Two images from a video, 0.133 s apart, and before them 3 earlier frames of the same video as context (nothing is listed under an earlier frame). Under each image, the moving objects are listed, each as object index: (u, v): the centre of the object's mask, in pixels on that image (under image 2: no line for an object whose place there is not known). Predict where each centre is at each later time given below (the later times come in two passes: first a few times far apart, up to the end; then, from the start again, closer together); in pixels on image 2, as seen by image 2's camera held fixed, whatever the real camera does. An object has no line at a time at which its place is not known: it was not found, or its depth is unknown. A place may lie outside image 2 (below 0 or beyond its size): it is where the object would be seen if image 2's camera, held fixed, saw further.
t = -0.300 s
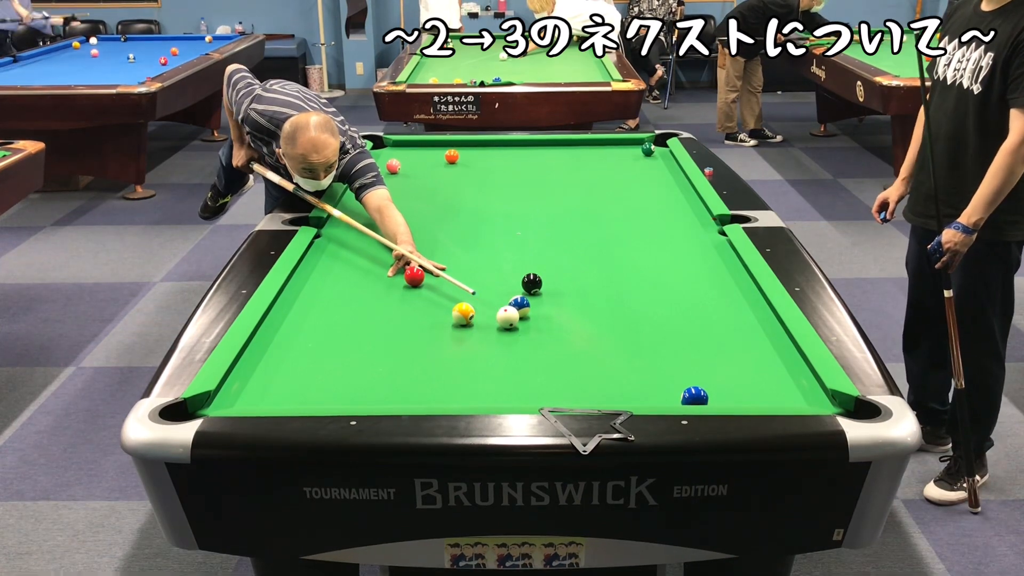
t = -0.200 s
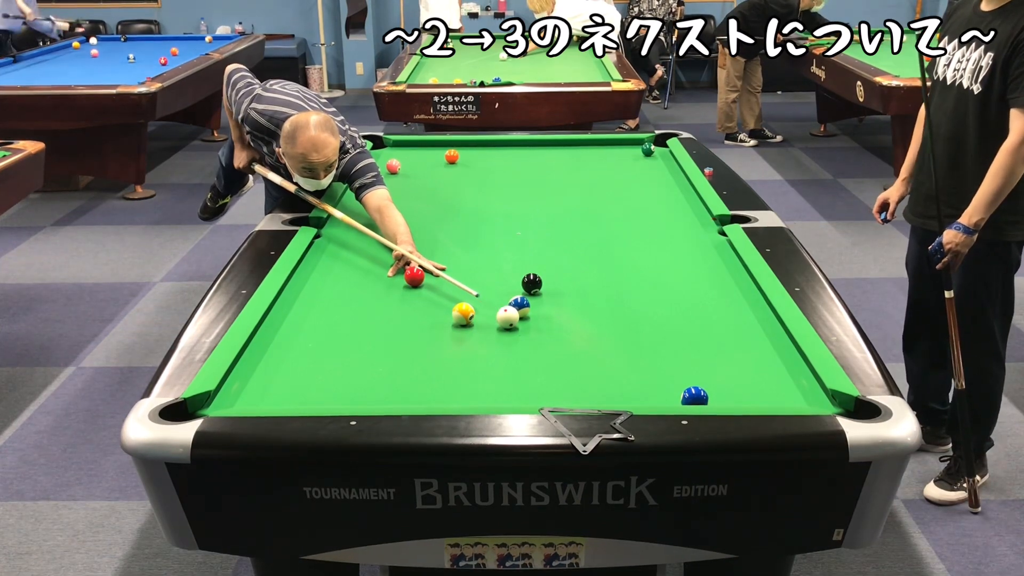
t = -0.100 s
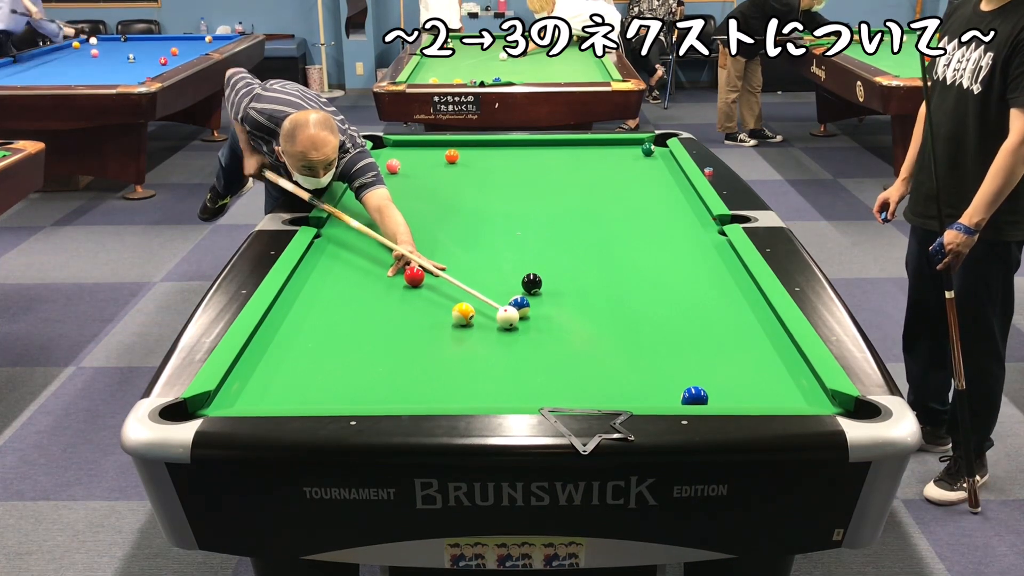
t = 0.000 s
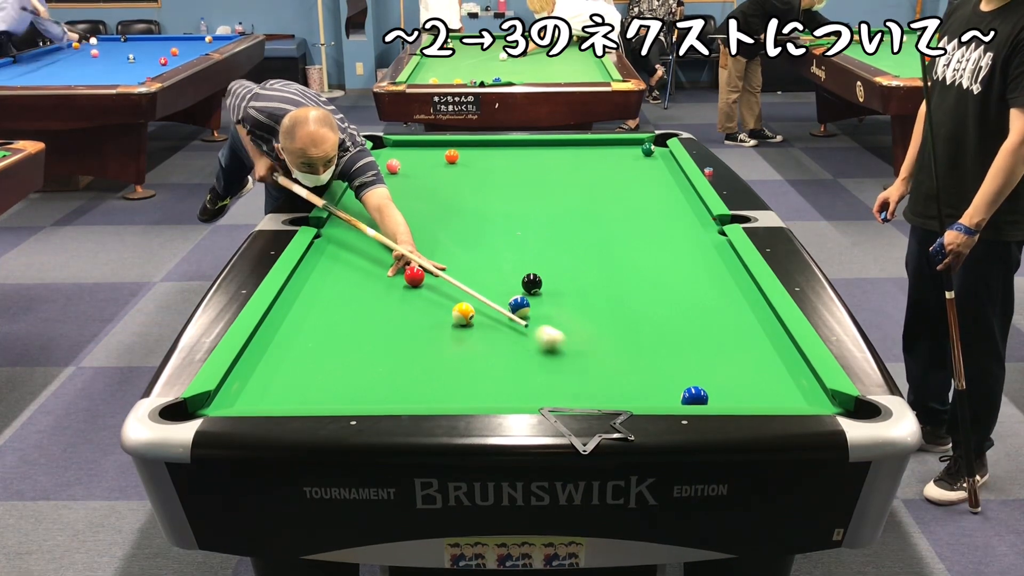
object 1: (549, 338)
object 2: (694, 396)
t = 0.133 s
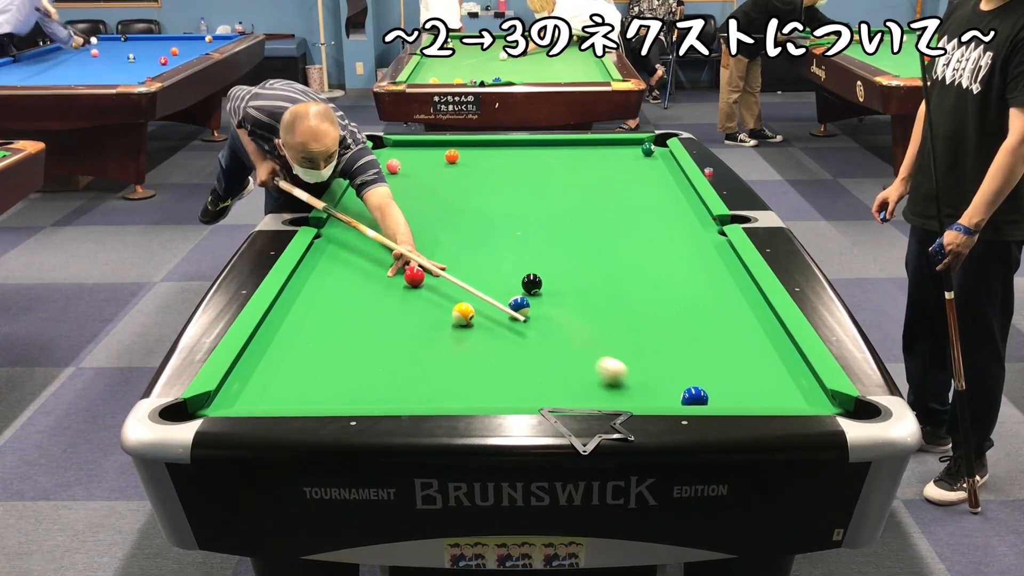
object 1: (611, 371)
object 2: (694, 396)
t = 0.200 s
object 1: (645, 389)
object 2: (694, 396)
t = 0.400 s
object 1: (686, 384)
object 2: (760, 398)
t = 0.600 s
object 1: (717, 361)
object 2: (822, 399)
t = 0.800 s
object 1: (744, 341)
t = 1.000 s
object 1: (769, 322)
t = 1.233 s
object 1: (742, 309)
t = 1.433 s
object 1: (718, 297)
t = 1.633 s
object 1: (696, 288)
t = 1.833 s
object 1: (677, 279)
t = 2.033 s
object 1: (659, 271)
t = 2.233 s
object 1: (643, 265)
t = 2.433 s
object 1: (628, 258)
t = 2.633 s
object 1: (614, 251)
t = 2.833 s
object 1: (602, 247)
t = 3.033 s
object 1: (591, 241)
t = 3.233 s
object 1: (580, 237)
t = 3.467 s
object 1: (569, 233)
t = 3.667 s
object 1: (561, 229)
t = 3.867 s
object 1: (553, 226)
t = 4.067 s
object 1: (546, 223)
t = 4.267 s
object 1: (540, 221)
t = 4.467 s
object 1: (535, 218)
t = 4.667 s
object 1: (530, 216)
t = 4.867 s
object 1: (526, 215)
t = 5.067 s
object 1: (522, 213)
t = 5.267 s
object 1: (520, 212)
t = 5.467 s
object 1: (517, 211)
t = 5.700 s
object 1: (516, 210)
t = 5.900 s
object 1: (515, 210)
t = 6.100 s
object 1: (514, 210)
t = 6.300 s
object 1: (514, 210)
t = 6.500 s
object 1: (514, 210)
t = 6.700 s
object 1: (514, 209)
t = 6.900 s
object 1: (514, 209)
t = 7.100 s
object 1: (514, 210)
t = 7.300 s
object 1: (514, 210)
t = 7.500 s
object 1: (514, 210)
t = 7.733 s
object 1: (514, 209)
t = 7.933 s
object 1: (514, 209)
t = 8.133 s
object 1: (514, 209)
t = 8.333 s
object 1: (514, 209)
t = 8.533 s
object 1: (514, 210)
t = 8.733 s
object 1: (514, 210)
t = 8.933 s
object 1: (514, 209)
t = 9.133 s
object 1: (514, 210)
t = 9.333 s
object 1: (514, 209)
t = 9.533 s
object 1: (514, 209)
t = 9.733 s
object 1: (514, 210)
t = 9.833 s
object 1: (514, 210)
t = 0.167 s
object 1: (629, 380)
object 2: (694, 396)
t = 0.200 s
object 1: (645, 389)
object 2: (694, 396)
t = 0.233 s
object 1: (663, 394)
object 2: (695, 397)
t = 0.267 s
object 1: (668, 398)
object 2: (708, 397)
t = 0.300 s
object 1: (672, 395)
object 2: (722, 397)
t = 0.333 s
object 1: (676, 392)
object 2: (736, 397)
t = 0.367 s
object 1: (681, 389)
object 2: (749, 398)
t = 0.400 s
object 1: (686, 384)
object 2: (760, 398)
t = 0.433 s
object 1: (691, 380)
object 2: (771, 398)
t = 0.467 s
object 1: (697, 376)
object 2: (780, 398)
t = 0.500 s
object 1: (702, 372)
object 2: (791, 398)
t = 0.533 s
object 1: (707, 368)
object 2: (801, 398)
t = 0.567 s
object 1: (712, 365)
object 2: (812, 398)
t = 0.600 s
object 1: (717, 361)
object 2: (822, 399)
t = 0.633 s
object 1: (722, 358)
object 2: (832, 400)
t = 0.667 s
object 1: (726, 354)
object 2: (834, 402)
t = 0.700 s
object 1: (731, 351)
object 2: (836, 404)
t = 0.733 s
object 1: (736, 347)
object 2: (839, 409)
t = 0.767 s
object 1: (740, 344)
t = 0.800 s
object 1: (744, 341)
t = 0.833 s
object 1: (749, 337)
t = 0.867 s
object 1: (753, 335)
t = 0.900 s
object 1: (757, 331)
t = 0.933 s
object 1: (761, 328)
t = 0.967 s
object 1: (765, 326)
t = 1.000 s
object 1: (769, 322)
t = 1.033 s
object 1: (768, 320)
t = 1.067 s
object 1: (763, 318)
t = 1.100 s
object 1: (759, 317)
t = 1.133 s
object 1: (754, 314)
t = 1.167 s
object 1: (750, 313)
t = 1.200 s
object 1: (746, 311)
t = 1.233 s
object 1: (742, 309)
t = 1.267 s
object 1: (738, 307)
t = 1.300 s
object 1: (733, 305)
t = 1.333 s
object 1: (730, 303)
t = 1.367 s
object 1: (725, 301)
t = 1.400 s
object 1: (722, 299)
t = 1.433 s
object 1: (718, 297)
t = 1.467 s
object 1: (714, 296)
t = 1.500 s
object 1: (711, 295)
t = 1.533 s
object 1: (707, 293)
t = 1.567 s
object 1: (703, 291)
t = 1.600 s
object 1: (700, 290)
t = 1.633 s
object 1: (696, 288)
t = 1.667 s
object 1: (693, 287)
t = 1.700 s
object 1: (689, 285)
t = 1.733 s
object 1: (686, 284)
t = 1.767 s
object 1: (683, 282)
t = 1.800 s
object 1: (680, 281)
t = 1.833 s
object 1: (677, 279)
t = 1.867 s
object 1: (674, 278)
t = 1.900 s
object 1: (671, 277)
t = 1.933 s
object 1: (668, 276)
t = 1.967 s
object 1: (665, 274)
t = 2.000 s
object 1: (662, 273)
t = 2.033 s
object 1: (659, 271)
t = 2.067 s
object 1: (656, 271)
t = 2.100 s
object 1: (653, 269)
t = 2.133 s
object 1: (651, 268)
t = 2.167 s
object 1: (648, 267)
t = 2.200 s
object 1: (645, 265)
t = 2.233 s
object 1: (643, 265)
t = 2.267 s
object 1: (640, 263)
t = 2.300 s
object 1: (638, 262)
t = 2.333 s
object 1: (635, 261)
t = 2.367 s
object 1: (633, 260)
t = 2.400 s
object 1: (630, 259)
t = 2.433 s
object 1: (628, 258)
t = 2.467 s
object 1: (625, 256)
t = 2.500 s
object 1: (623, 256)
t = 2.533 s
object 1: (621, 255)
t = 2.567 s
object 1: (619, 254)
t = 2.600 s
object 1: (616, 253)
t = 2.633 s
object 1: (614, 251)
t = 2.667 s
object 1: (612, 251)
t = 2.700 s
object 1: (610, 250)
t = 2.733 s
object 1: (608, 248)
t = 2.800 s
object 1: (604, 247)
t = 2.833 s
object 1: (602, 247)
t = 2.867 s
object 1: (600, 246)
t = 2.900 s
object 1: (598, 245)
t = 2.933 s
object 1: (596, 244)
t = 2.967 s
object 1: (594, 243)
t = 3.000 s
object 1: (592, 243)
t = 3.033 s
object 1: (591, 241)
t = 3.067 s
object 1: (589, 241)
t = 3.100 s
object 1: (587, 240)
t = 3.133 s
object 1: (585, 239)
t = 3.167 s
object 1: (583, 239)
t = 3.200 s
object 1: (582, 238)
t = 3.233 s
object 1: (580, 237)
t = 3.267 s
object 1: (579, 237)
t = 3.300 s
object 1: (577, 236)
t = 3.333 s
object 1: (575, 235)
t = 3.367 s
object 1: (574, 234)
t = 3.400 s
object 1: (572, 234)
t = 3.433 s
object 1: (571, 233)
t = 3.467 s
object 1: (569, 233)
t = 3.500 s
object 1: (568, 232)
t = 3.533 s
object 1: (567, 232)
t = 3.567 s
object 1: (565, 231)
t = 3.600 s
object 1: (564, 230)
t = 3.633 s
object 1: (562, 230)
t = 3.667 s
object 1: (561, 229)
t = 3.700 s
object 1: (560, 229)
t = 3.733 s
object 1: (558, 228)
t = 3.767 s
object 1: (557, 228)
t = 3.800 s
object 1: (556, 227)
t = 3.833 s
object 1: (555, 227)
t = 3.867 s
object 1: (553, 226)
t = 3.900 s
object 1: (552, 225)
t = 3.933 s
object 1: (551, 225)
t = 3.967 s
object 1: (550, 225)
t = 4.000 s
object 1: (549, 224)
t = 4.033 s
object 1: (547, 224)
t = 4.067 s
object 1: (546, 223)
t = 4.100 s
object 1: (545, 223)
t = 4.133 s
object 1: (545, 222)
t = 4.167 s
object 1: (543, 222)
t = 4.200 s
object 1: (542, 221)
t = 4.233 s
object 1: (541, 221)
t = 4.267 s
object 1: (540, 221)
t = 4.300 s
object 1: (539, 220)
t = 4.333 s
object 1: (538, 220)
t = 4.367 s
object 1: (538, 220)
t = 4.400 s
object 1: (537, 219)
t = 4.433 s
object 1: (536, 219)
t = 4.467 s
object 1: (535, 218)
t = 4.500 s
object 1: (534, 218)
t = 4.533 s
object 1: (533, 218)
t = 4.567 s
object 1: (533, 217)
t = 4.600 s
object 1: (532, 217)
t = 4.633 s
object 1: (531, 217)
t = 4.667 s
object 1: (530, 216)
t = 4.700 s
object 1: (530, 216)
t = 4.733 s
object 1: (529, 216)
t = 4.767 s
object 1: (528, 216)
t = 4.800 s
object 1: (527, 215)
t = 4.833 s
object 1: (527, 215)
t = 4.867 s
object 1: (526, 215)
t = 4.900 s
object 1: (525, 215)
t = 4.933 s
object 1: (525, 214)
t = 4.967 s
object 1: (524, 214)
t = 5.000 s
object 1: (524, 214)
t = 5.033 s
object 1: (523, 213)
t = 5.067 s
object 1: (522, 213)
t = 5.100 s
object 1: (522, 213)
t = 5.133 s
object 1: (521, 213)
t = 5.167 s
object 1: (521, 213)
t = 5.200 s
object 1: (520, 213)
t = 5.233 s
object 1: (520, 212)
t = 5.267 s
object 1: (520, 212)
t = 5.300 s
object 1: (519, 212)
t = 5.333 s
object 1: (519, 212)
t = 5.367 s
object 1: (518, 212)
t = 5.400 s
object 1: (518, 211)
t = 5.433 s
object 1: (518, 211)
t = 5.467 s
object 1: (517, 211)
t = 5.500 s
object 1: (517, 211)
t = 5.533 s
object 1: (517, 211)
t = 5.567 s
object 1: (517, 211)
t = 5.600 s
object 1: (516, 211)
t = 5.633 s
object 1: (516, 210)
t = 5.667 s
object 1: (516, 210)
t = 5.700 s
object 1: (516, 210)
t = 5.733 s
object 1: (515, 210)
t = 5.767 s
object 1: (515, 210)
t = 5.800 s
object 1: (515, 210)
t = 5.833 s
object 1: (515, 210)
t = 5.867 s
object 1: (515, 210)
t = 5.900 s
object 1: (515, 210)
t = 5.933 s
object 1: (514, 210)
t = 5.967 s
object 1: (514, 210)
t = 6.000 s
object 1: (514, 210)
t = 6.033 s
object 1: (514, 210)
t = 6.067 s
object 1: (514, 210)
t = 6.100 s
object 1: (514, 210)
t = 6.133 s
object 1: (514, 210)
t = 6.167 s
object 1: (514, 210)
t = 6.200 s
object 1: (514, 210)
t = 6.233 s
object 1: (514, 210)
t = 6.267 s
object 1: (514, 209)
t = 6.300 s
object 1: (514, 210)
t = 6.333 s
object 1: (514, 210)
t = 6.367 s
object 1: (514, 210)
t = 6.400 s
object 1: (514, 210)
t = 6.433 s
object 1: (514, 210)
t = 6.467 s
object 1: (514, 210)
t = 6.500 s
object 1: (514, 210)
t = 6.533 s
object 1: (514, 210)
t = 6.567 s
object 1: (514, 210)
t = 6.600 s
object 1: (514, 210)
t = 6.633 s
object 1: (514, 210)
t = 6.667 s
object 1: (514, 210)
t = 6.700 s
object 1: (514, 209)
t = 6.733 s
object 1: (514, 209)
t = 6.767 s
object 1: (514, 210)
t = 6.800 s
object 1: (514, 210)
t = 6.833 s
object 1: (514, 210)
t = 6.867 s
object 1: (514, 210)
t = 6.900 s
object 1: (514, 209)
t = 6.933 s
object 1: (514, 209)
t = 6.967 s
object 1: (514, 210)
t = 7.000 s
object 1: (514, 210)
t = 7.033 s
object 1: (514, 209)
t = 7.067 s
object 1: (514, 210)
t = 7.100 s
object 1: (514, 210)
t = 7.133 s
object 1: (514, 210)
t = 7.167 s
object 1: (514, 210)
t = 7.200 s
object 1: (514, 210)
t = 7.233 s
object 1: (514, 210)
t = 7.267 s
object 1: (514, 210)
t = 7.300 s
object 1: (514, 210)
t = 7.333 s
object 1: (514, 210)
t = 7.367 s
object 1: (514, 209)
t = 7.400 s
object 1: (514, 210)
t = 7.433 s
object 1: (514, 209)
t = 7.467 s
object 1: (514, 210)
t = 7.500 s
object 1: (514, 210)
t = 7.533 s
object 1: (514, 209)
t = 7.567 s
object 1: (514, 210)
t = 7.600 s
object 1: (514, 209)
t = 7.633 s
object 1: (514, 209)
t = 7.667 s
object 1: (514, 209)
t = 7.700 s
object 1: (514, 209)
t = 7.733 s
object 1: (514, 209)
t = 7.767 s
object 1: (514, 210)
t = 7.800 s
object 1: (514, 209)
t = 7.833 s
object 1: (514, 209)
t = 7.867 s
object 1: (514, 209)
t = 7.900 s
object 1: (514, 209)
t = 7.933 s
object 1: (514, 209)
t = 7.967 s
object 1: (514, 209)
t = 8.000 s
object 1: (514, 209)
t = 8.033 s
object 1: (514, 209)
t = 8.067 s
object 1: (514, 209)
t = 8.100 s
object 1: (514, 209)
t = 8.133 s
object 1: (514, 209)
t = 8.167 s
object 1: (514, 209)
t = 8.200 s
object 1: (514, 209)
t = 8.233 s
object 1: (514, 209)
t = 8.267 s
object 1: (514, 209)
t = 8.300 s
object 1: (514, 209)
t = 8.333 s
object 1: (514, 209)
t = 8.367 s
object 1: (514, 209)
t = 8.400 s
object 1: (514, 209)
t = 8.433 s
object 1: (514, 209)
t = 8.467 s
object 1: (514, 209)
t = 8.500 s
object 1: (514, 209)
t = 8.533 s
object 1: (514, 210)
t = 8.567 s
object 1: (514, 210)
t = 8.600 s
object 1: (514, 209)
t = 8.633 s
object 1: (514, 210)
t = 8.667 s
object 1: (514, 210)
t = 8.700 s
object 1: (514, 210)
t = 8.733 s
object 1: (514, 210)
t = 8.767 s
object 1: (514, 210)
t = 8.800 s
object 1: (514, 209)
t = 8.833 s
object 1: (514, 210)
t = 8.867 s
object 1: (514, 210)
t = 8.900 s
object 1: (514, 210)
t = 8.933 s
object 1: (514, 209)
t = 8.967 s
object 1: (514, 210)
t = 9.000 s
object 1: (514, 210)
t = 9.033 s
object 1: (514, 210)
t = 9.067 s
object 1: (514, 210)
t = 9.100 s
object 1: (514, 210)
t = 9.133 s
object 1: (514, 210)
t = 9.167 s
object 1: (514, 210)
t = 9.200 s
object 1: (514, 209)
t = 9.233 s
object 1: (514, 210)
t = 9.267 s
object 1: (514, 209)
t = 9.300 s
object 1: (514, 209)
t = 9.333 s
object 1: (514, 209)
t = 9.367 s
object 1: (514, 210)
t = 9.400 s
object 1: (514, 209)
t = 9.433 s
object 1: (514, 209)
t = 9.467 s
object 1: (514, 209)
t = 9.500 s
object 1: (514, 209)
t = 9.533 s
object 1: (514, 209)
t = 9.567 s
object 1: (514, 209)
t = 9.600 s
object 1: (514, 209)
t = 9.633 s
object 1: (514, 209)
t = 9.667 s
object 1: (514, 209)
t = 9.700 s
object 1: (514, 209)
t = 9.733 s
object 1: (514, 210)
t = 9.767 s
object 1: (514, 210)
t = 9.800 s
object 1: (514, 209)
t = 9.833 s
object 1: (514, 210)
